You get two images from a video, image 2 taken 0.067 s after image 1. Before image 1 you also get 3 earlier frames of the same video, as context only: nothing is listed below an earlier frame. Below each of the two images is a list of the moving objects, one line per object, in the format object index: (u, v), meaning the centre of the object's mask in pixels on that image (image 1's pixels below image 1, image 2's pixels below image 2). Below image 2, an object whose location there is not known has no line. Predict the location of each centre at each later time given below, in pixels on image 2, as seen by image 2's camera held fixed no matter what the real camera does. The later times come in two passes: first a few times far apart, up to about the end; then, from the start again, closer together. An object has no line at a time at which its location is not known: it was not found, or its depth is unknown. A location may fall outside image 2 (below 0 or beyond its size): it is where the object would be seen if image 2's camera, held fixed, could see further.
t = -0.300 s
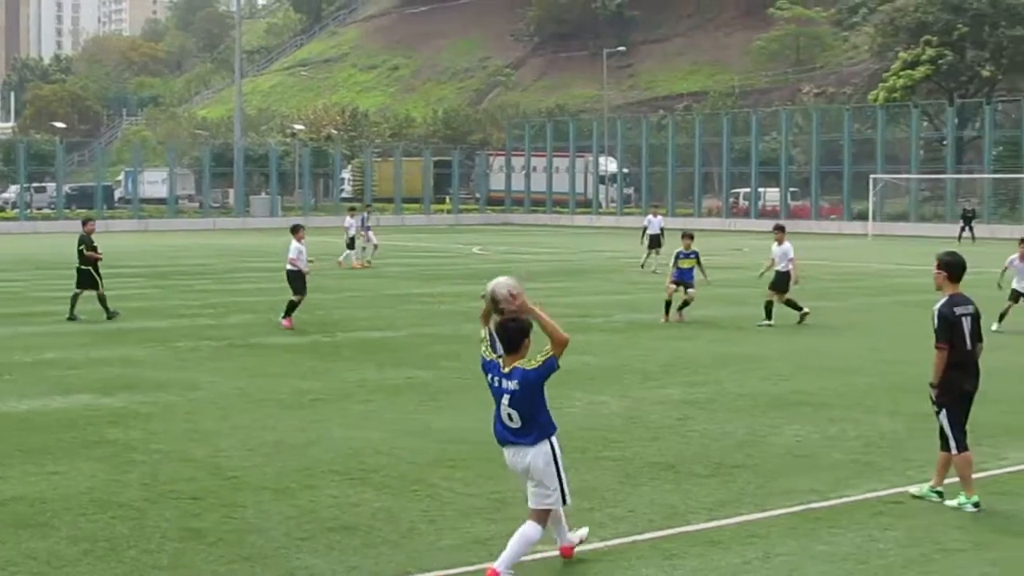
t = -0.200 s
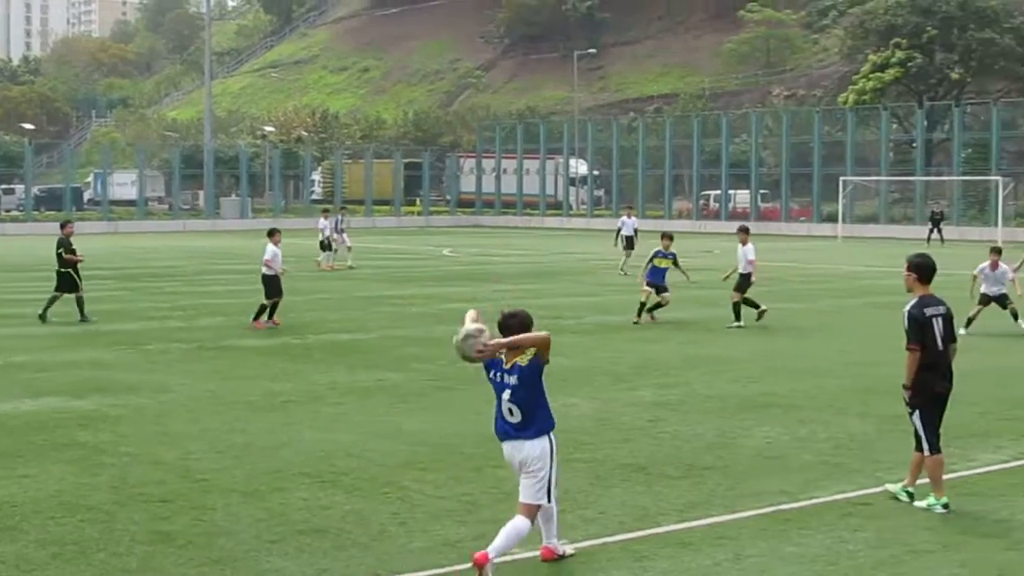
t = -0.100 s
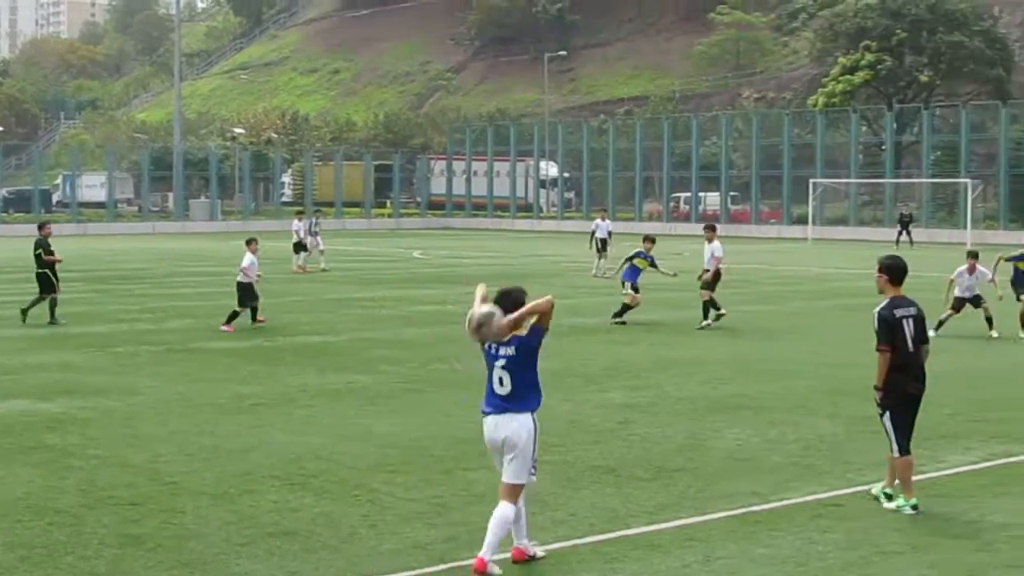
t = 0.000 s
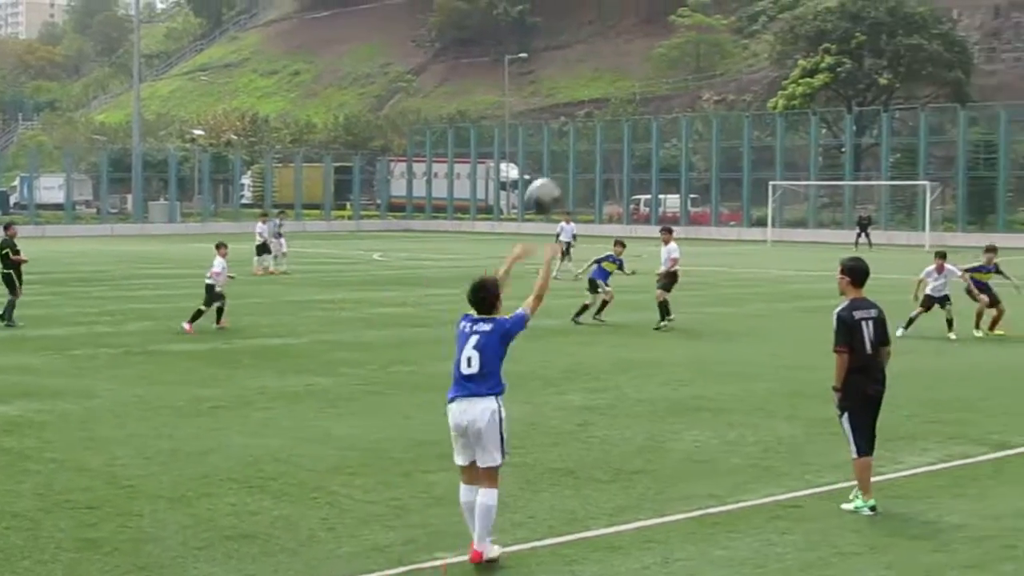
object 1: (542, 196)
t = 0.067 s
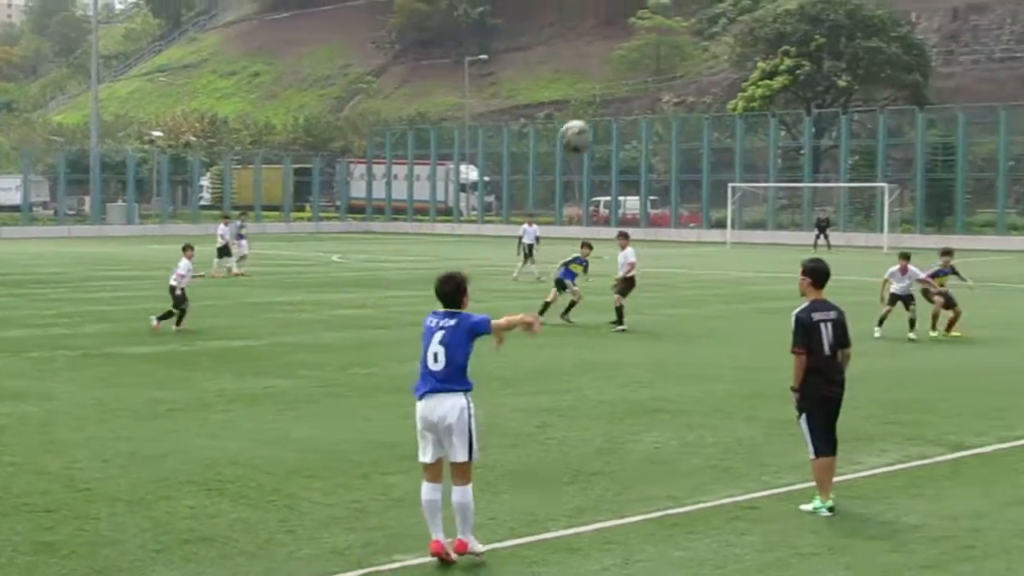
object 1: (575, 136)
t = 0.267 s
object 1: (744, 30)
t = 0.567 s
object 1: (916, 2)
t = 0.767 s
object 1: (997, 30)
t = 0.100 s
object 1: (606, 109)
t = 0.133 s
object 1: (638, 88)
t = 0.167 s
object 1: (667, 71)
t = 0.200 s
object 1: (695, 54)
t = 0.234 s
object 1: (719, 41)
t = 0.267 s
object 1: (744, 30)
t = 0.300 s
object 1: (768, 20)
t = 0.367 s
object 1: (809, 3)
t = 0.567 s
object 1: (916, 2)
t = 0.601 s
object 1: (931, 3)
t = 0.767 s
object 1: (997, 30)
